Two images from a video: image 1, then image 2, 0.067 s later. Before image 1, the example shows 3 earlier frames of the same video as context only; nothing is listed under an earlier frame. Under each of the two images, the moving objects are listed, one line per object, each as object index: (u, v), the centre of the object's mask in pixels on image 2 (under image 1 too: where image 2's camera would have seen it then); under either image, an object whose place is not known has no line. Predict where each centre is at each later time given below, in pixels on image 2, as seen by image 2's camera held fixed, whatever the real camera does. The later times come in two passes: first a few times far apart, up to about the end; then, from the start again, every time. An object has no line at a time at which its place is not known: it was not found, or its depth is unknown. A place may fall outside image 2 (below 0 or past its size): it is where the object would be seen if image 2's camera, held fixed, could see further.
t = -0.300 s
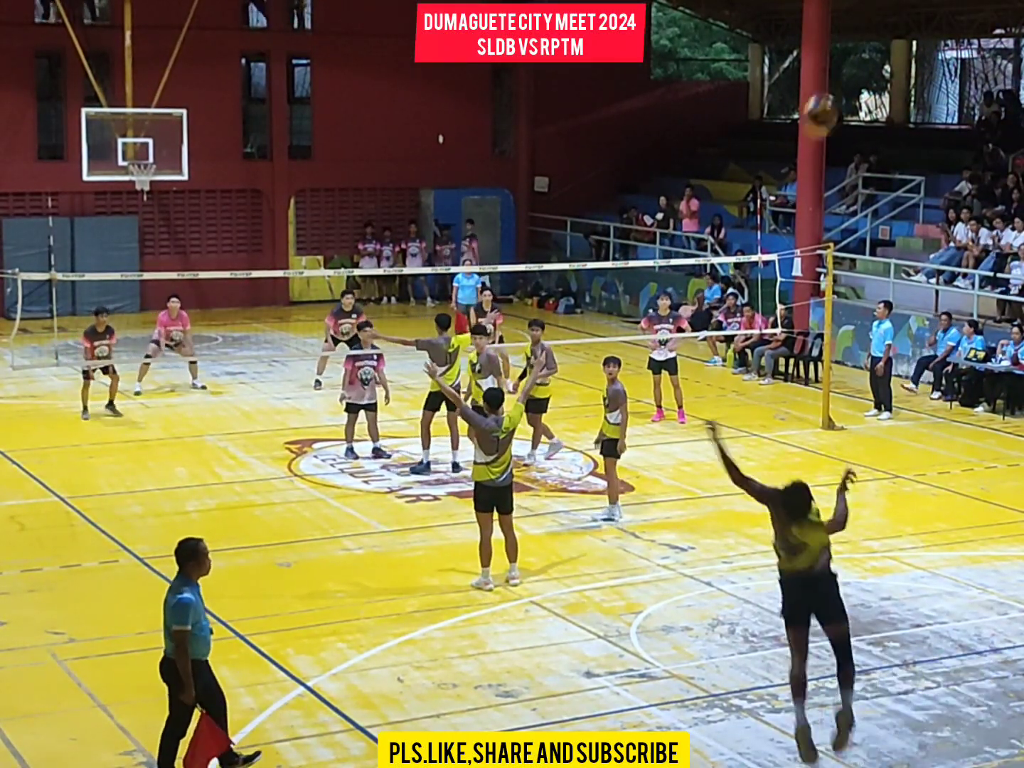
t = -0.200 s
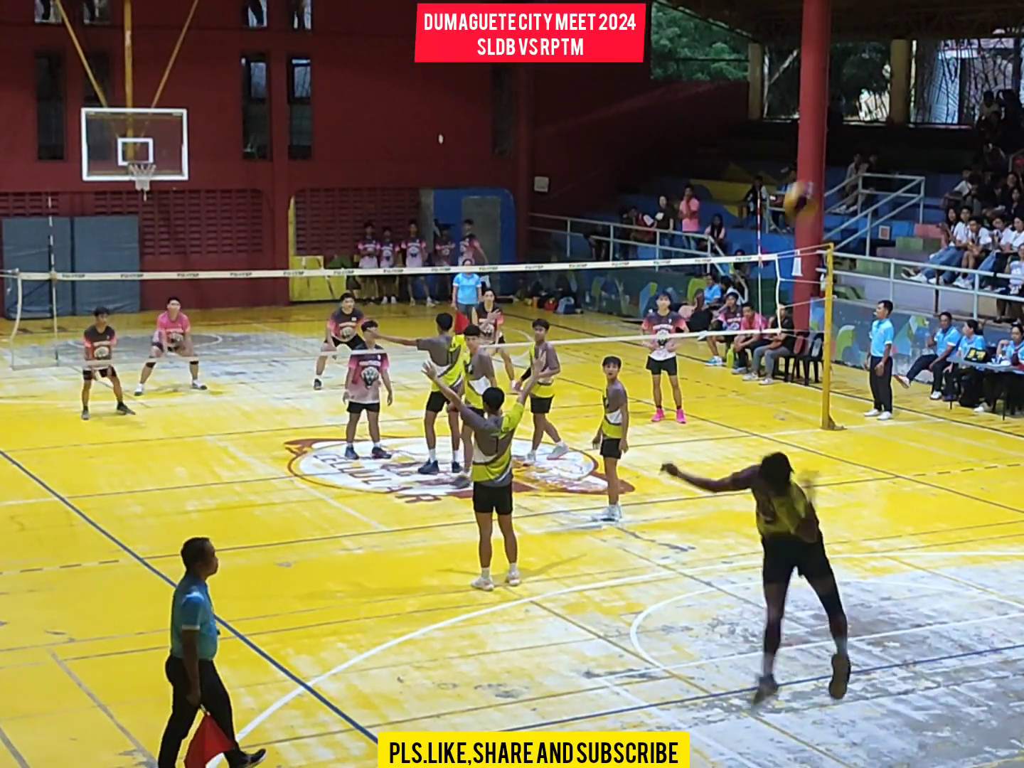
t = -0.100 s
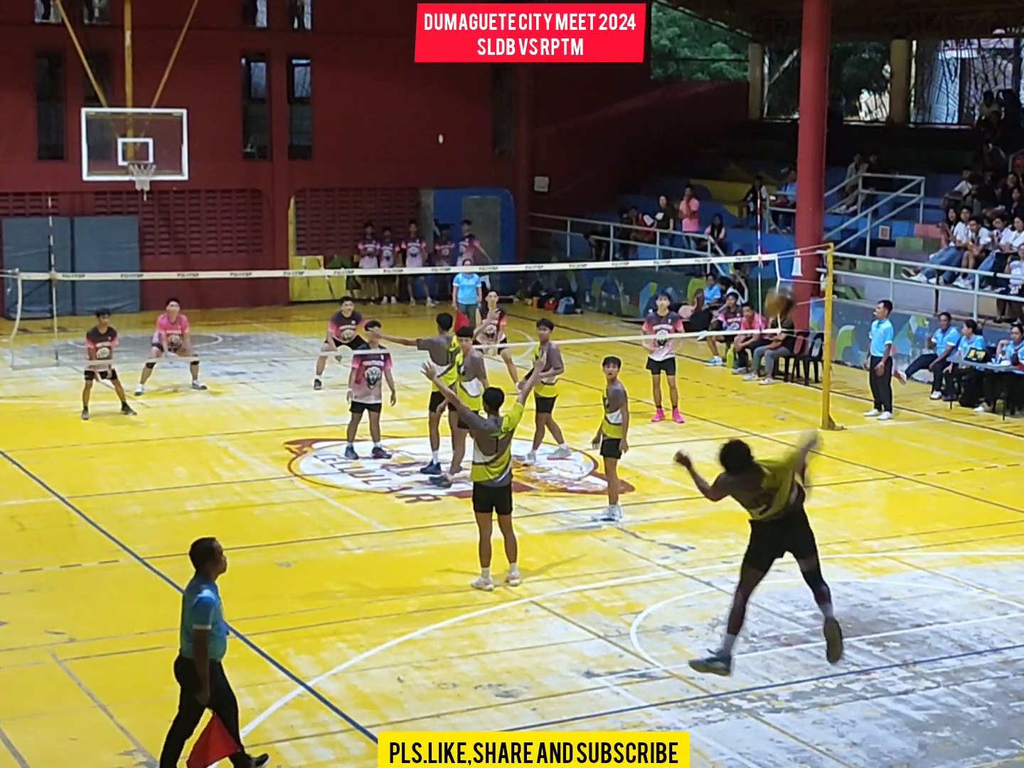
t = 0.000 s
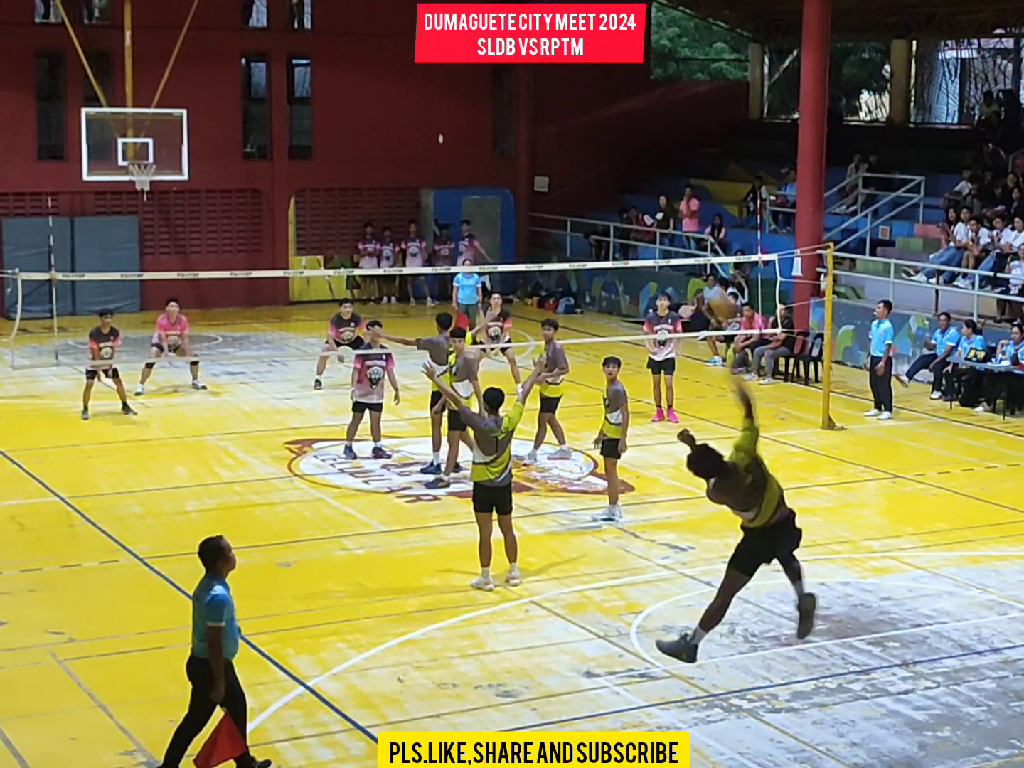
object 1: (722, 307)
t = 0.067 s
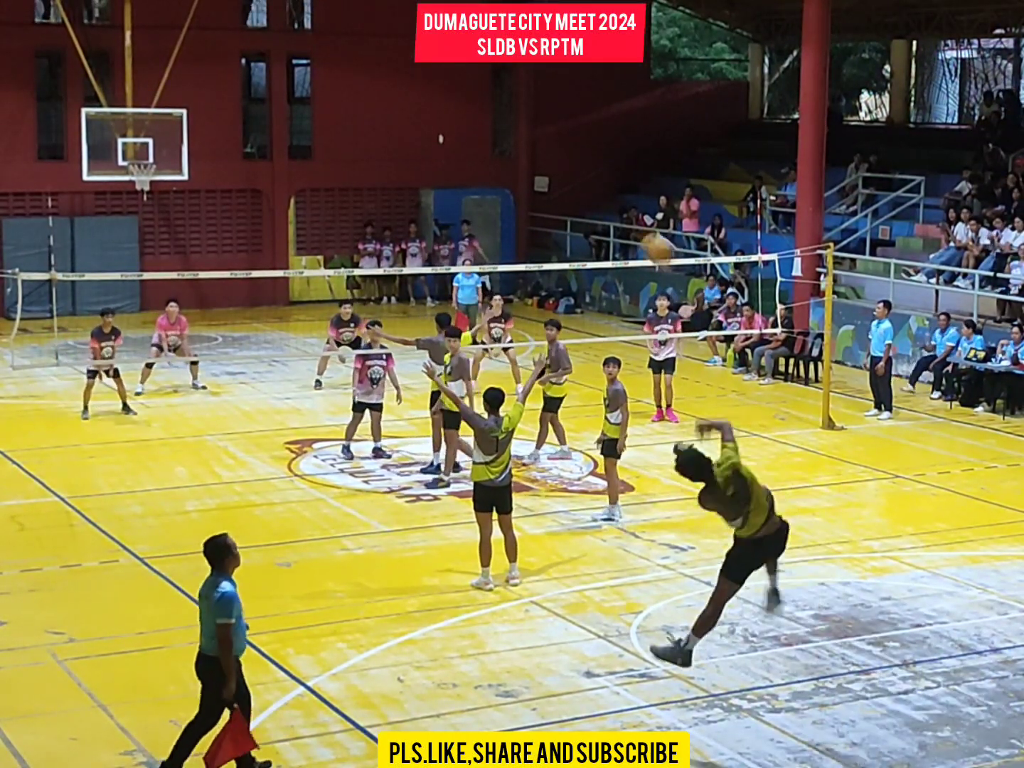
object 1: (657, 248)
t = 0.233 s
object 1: (547, 184)
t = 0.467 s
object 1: (446, 190)
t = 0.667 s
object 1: (388, 244)
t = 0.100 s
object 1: (632, 229)
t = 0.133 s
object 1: (608, 213)
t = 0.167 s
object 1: (586, 200)
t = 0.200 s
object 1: (566, 191)
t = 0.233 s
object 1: (547, 184)
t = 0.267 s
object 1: (531, 180)
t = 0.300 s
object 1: (512, 177)
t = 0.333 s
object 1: (498, 176)
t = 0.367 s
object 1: (483, 177)
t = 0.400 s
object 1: (470, 180)
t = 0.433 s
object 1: (457, 185)
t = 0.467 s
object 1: (446, 190)
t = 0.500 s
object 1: (434, 197)
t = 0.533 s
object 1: (424, 205)
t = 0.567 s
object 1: (415, 213)
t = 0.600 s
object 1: (405, 223)
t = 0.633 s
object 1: (396, 233)
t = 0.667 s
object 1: (388, 244)
